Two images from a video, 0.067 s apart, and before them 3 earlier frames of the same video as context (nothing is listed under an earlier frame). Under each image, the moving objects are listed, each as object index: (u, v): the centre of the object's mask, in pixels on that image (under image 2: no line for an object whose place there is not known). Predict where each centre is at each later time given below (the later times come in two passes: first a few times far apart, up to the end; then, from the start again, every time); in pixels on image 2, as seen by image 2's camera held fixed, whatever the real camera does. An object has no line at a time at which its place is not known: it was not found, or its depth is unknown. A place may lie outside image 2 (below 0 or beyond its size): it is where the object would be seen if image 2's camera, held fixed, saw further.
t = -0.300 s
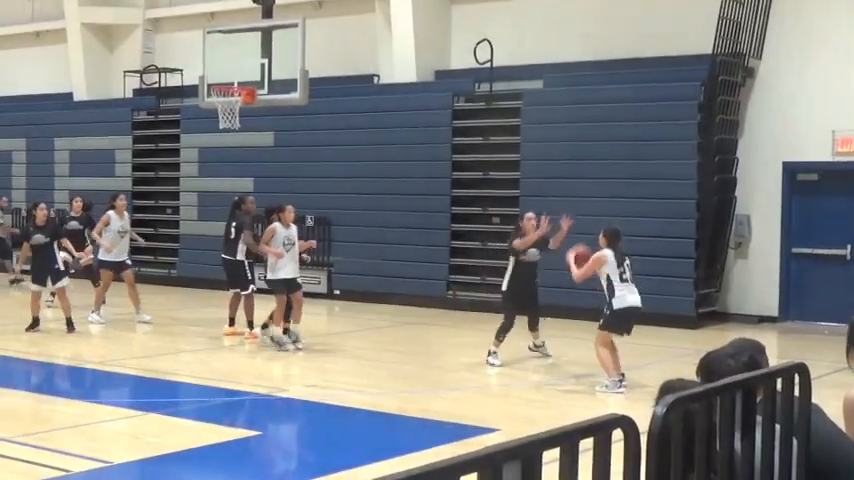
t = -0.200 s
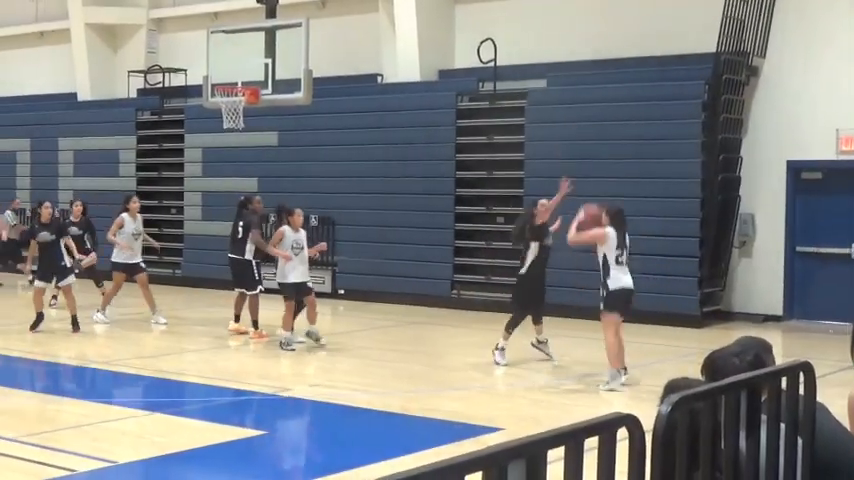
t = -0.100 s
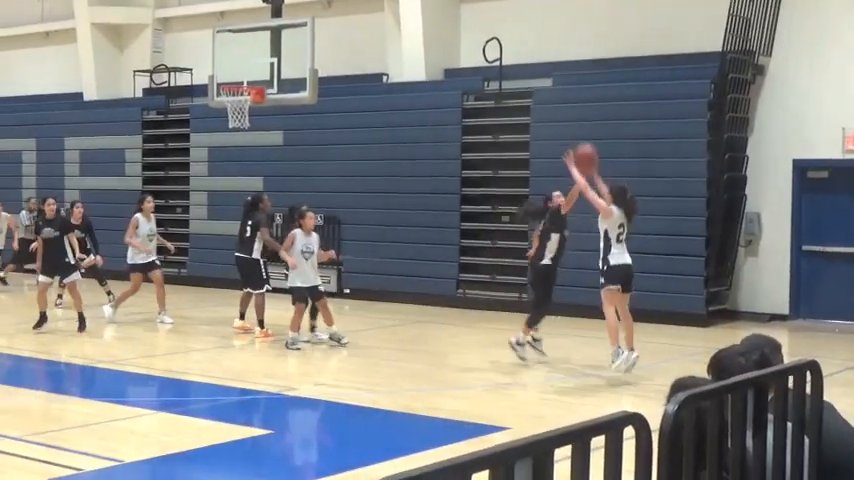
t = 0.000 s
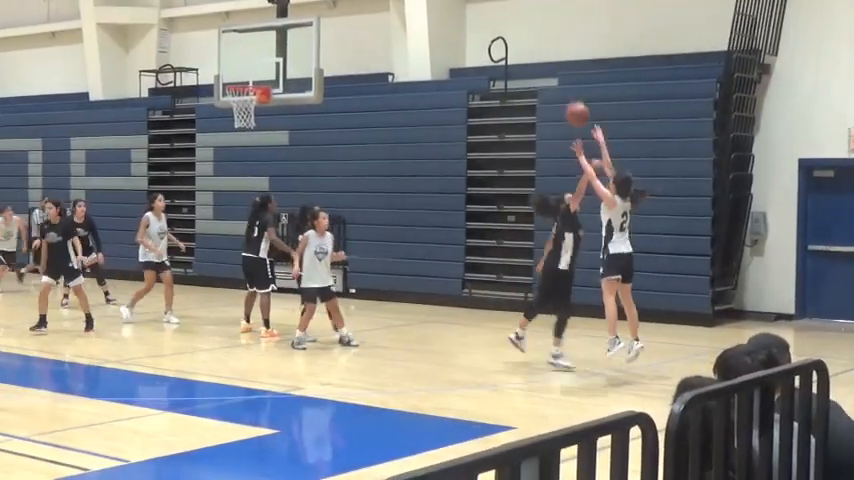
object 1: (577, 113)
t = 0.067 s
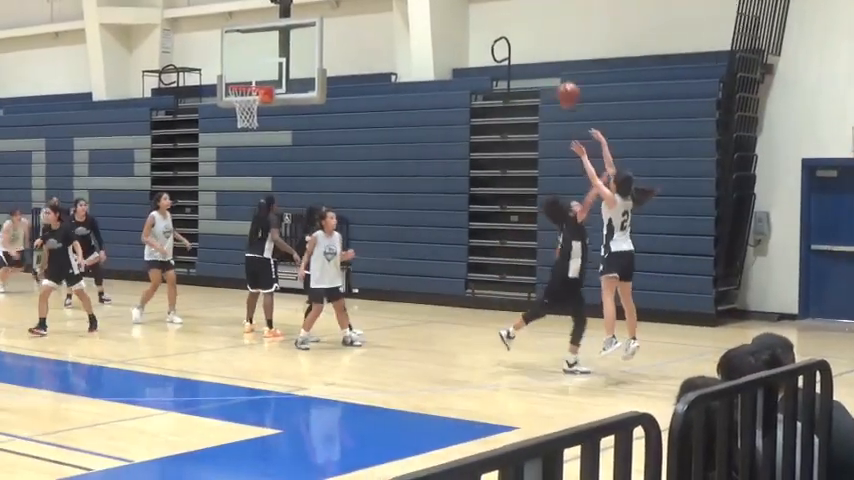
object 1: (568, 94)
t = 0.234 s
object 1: (540, 65)
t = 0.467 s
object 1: (502, 72)
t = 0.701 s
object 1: (465, 129)
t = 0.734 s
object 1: (459, 142)
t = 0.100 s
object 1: (562, 85)
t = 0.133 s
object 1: (557, 78)
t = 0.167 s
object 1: (552, 73)
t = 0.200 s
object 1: (546, 68)
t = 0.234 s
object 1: (540, 65)
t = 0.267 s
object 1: (534, 63)
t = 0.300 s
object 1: (529, 61)
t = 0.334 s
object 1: (523, 61)
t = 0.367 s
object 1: (518, 62)
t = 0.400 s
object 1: (513, 64)
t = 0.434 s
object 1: (507, 68)
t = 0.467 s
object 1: (502, 72)
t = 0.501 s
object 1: (496, 77)
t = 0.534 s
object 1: (491, 83)
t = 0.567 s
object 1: (486, 89)
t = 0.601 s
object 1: (480, 99)
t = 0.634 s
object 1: (475, 109)
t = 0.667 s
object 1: (470, 118)
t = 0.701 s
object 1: (465, 129)
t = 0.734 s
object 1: (459, 142)
